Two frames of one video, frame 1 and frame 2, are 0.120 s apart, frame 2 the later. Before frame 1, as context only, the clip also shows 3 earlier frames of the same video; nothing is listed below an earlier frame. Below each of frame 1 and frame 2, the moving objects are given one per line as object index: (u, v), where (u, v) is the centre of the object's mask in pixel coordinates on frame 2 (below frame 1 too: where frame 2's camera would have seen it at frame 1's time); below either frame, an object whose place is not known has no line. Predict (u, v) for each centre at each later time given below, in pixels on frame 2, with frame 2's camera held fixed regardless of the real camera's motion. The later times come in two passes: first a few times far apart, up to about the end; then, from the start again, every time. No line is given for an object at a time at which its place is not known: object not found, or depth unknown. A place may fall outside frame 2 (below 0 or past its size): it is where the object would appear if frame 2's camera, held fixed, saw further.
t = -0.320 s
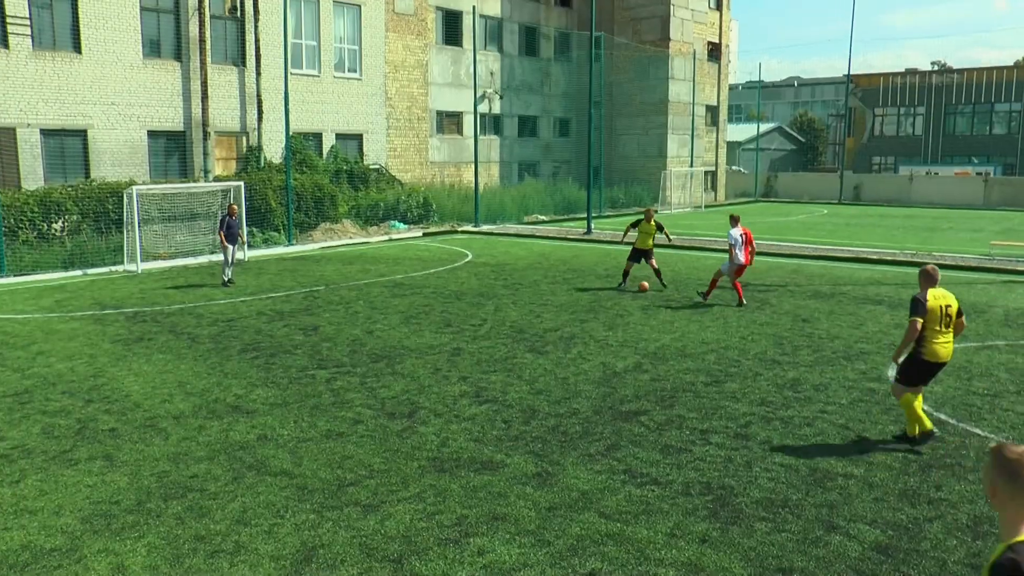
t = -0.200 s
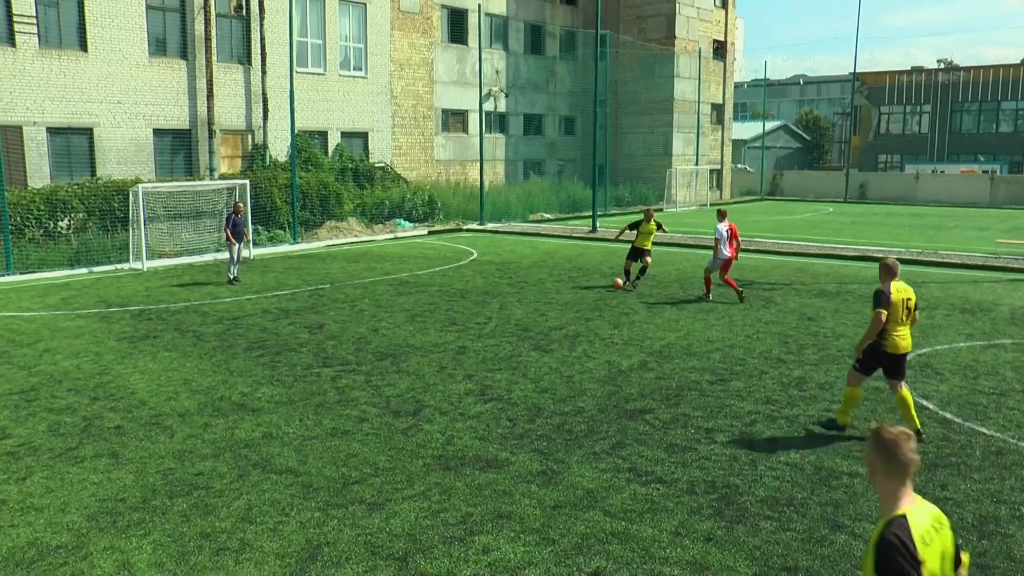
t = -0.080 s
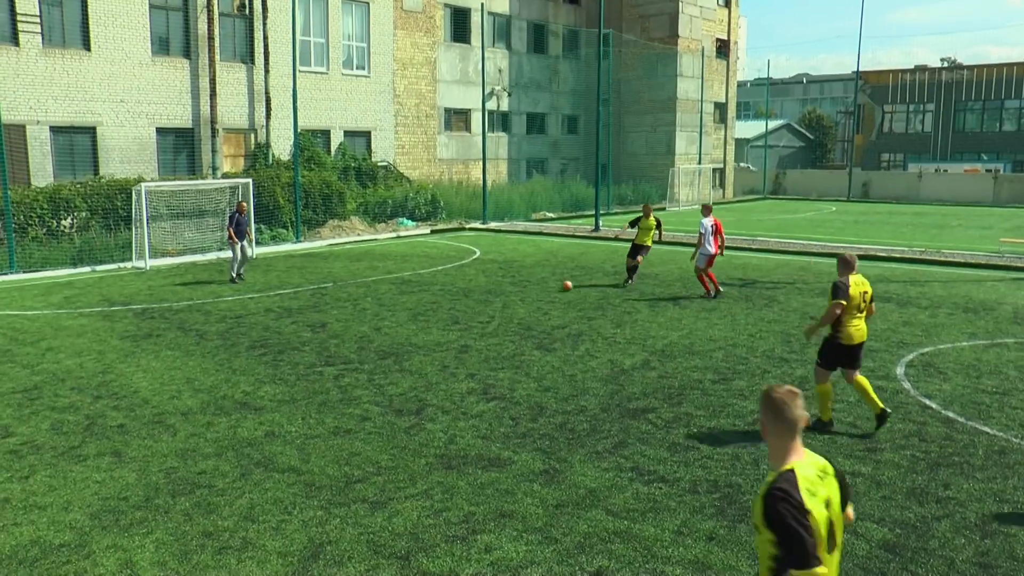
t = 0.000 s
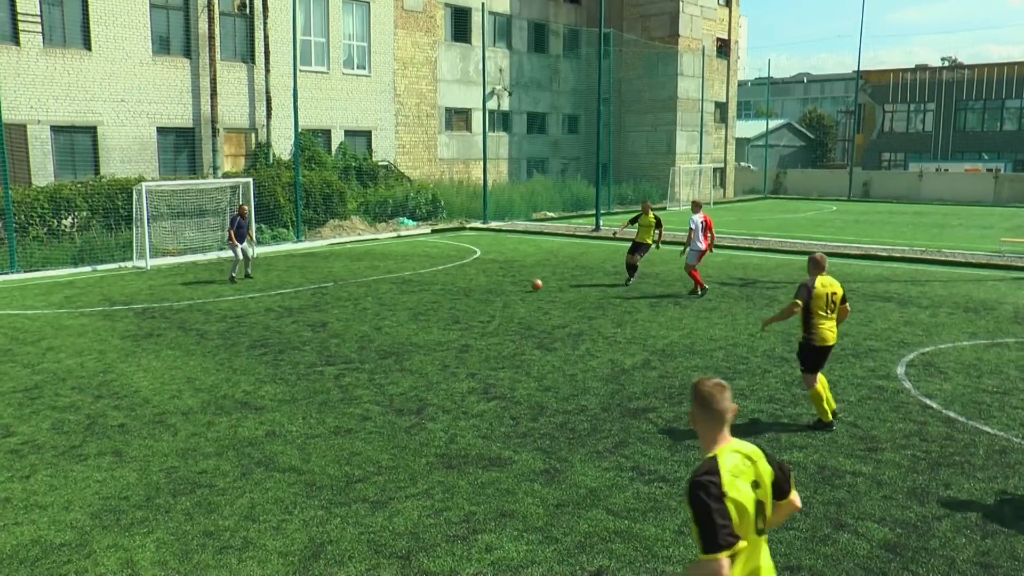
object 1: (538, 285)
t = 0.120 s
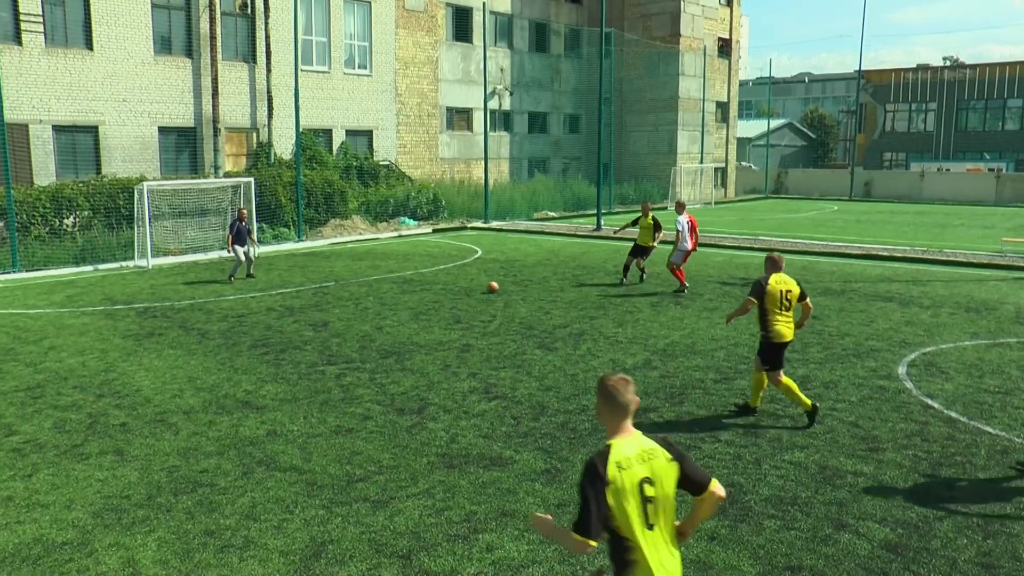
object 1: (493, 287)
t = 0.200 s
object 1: (466, 287)
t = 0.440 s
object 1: (398, 291)
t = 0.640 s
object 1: (350, 292)
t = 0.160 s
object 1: (480, 287)
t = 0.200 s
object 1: (466, 287)
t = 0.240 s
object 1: (453, 289)
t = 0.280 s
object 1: (442, 289)
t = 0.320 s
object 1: (430, 289)
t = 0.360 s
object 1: (419, 290)
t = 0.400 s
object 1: (408, 290)
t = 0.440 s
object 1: (398, 291)
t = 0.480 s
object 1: (388, 291)
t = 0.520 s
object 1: (379, 291)
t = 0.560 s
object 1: (369, 292)
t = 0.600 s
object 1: (360, 292)
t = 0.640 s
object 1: (350, 292)
